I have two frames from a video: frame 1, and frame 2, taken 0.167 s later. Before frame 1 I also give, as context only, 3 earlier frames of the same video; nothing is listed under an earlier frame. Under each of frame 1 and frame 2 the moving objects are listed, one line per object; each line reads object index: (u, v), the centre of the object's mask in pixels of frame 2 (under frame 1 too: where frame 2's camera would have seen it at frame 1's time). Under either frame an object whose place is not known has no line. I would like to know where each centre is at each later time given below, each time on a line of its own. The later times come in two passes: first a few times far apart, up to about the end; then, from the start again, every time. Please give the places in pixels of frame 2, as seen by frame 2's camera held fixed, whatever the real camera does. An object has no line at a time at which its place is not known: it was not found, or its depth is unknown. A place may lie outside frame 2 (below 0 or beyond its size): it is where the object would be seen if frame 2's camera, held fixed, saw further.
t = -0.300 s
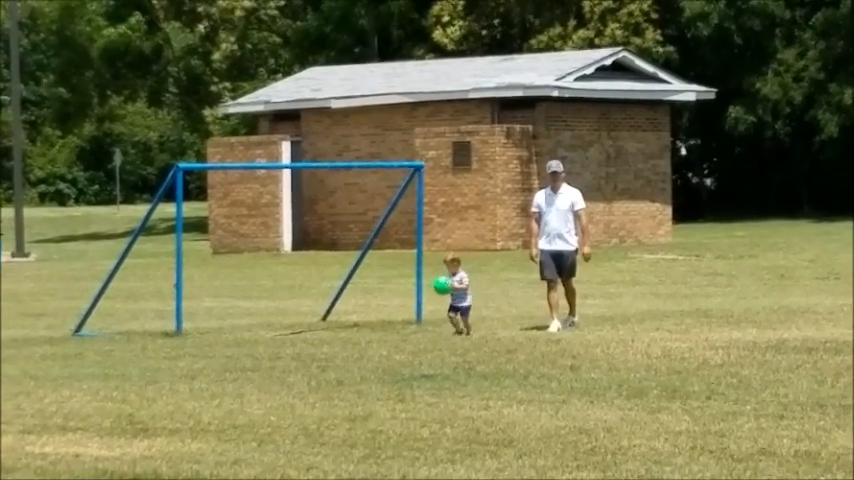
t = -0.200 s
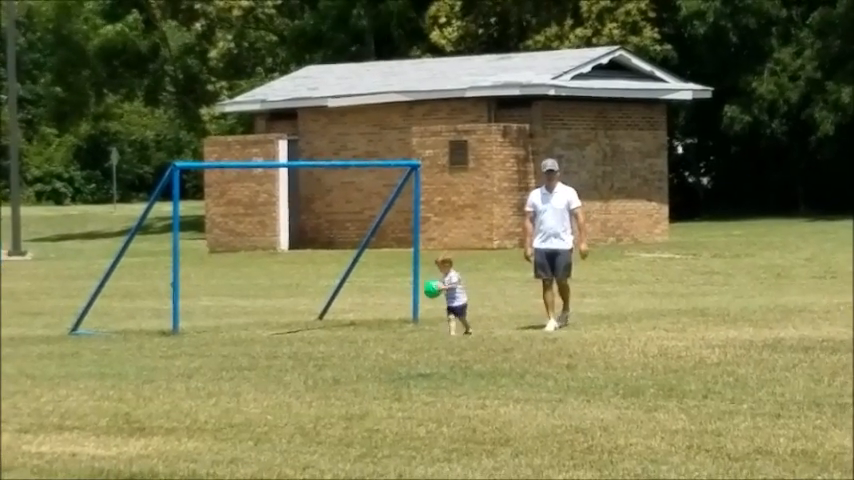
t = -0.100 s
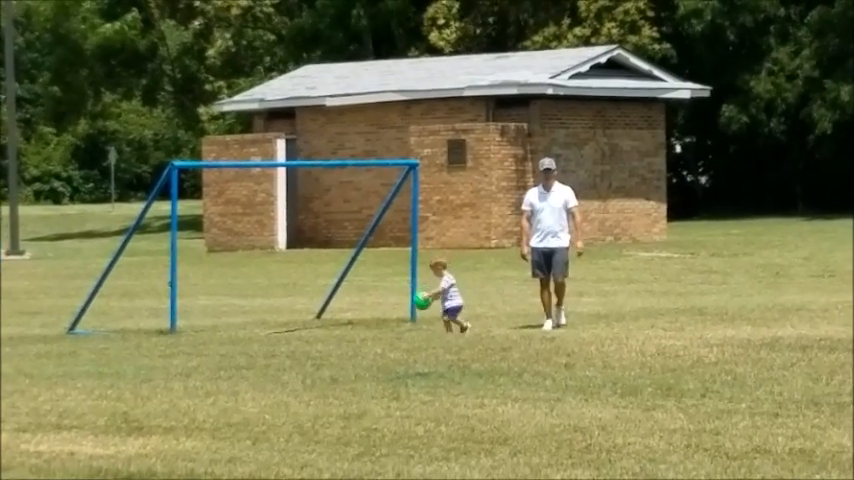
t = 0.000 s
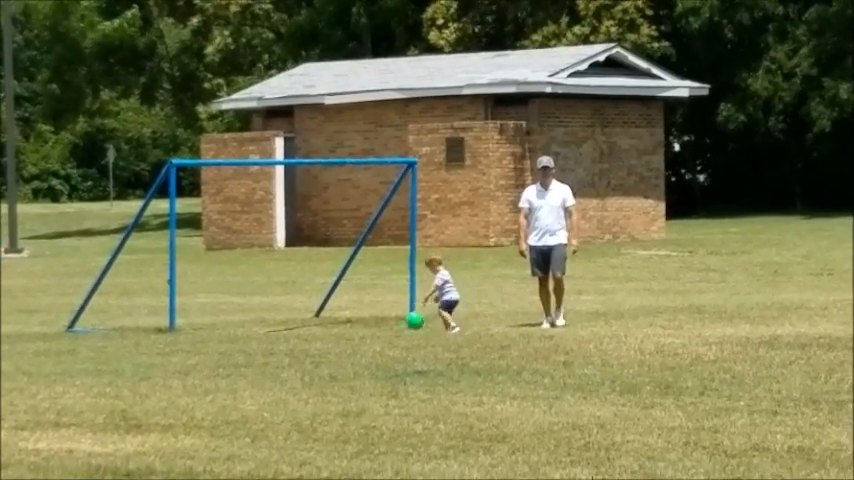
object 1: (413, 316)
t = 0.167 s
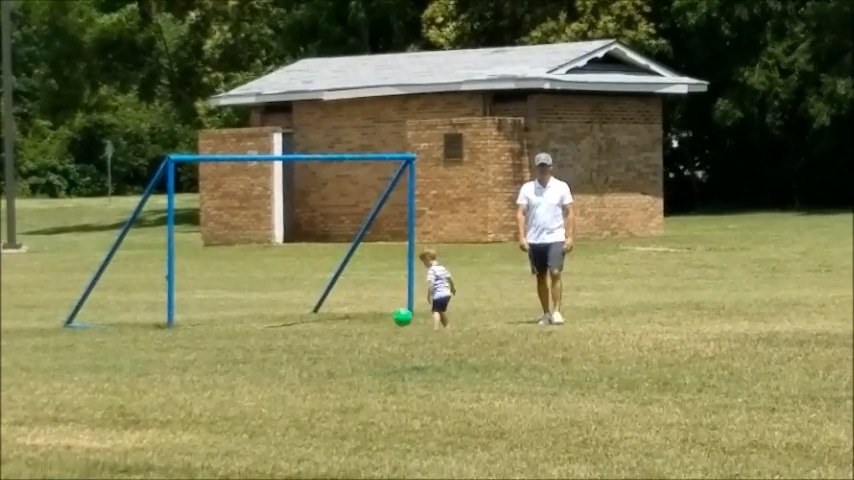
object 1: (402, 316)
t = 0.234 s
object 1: (397, 314)
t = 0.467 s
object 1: (384, 326)
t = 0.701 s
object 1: (369, 326)
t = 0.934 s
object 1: (357, 327)
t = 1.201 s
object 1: (345, 327)
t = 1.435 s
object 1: (342, 326)
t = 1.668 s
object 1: (342, 326)
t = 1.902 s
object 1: (346, 326)
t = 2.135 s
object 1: (349, 325)
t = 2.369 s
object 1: (349, 325)
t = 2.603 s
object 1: (349, 325)
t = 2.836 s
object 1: (347, 326)
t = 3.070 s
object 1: (345, 326)
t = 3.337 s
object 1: (345, 326)
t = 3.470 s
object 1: (345, 327)
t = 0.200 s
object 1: (400, 315)
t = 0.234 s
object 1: (397, 314)
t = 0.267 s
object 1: (396, 313)
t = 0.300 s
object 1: (394, 314)
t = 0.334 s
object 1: (392, 317)
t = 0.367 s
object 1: (390, 319)
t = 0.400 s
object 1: (388, 321)
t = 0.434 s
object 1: (385, 325)
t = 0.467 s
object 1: (384, 326)
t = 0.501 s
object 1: (381, 324)
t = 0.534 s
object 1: (379, 323)
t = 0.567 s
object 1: (378, 323)
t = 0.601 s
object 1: (375, 323)
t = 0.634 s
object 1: (373, 324)
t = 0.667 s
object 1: (371, 325)
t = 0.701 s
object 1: (369, 326)
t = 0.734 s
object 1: (368, 325)
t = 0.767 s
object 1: (366, 325)
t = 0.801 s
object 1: (364, 326)
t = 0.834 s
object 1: (361, 327)
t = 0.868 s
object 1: (360, 327)
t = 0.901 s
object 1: (358, 327)
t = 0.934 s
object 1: (357, 327)
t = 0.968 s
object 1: (355, 327)
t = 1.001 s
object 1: (355, 327)
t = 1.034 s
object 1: (352, 327)
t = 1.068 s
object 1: (350, 327)
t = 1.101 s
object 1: (349, 327)
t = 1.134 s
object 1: (347, 327)
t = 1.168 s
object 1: (347, 327)
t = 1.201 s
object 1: (345, 327)
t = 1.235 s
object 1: (345, 327)
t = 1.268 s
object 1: (344, 327)
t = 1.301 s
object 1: (343, 326)
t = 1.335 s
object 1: (342, 327)
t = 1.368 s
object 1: (342, 327)
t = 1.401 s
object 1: (342, 327)
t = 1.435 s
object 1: (342, 326)
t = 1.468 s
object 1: (342, 326)
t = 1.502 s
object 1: (342, 326)
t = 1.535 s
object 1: (341, 326)
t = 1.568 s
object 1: (342, 326)
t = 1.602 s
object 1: (342, 326)
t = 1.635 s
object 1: (342, 326)
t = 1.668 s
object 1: (342, 326)
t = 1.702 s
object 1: (342, 326)
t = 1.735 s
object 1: (343, 326)
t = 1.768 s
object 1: (343, 326)
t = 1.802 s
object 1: (344, 326)
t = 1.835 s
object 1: (345, 326)
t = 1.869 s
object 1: (346, 326)
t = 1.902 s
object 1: (346, 326)
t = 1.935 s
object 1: (347, 325)
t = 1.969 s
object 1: (348, 325)
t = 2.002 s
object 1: (348, 325)
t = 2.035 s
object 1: (349, 325)
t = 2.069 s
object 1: (349, 325)
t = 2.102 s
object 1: (349, 325)
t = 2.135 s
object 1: (349, 325)
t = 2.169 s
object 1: (349, 325)
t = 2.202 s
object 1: (349, 325)
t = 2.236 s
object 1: (349, 325)
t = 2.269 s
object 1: (349, 325)
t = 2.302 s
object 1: (350, 325)
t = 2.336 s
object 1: (350, 325)
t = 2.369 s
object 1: (349, 325)
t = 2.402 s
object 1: (349, 325)
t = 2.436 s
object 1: (349, 325)
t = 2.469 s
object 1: (349, 325)
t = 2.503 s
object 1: (349, 325)
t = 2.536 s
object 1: (349, 325)
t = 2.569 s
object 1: (348, 325)
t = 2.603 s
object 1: (349, 325)
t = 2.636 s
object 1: (348, 326)
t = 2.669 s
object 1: (348, 325)
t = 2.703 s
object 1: (348, 325)
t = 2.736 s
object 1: (348, 326)
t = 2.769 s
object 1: (348, 326)
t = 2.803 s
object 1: (347, 326)
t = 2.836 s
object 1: (347, 326)
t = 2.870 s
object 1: (347, 326)
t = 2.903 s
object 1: (347, 326)
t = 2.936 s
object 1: (346, 326)
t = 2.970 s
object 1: (346, 326)
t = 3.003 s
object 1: (346, 326)
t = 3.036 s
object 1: (345, 326)
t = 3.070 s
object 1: (345, 326)
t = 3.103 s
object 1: (345, 326)
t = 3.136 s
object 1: (345, 326)
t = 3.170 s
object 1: (344, 326)
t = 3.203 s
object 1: (345, 326)
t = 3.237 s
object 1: (345, 326)
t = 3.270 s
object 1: (345, 327)
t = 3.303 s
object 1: (345, 327)
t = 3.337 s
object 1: (345, 326)
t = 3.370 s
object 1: (344, 326)
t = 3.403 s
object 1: (345, 327)
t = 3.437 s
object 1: (345, 326)
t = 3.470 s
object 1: (345, 327)
